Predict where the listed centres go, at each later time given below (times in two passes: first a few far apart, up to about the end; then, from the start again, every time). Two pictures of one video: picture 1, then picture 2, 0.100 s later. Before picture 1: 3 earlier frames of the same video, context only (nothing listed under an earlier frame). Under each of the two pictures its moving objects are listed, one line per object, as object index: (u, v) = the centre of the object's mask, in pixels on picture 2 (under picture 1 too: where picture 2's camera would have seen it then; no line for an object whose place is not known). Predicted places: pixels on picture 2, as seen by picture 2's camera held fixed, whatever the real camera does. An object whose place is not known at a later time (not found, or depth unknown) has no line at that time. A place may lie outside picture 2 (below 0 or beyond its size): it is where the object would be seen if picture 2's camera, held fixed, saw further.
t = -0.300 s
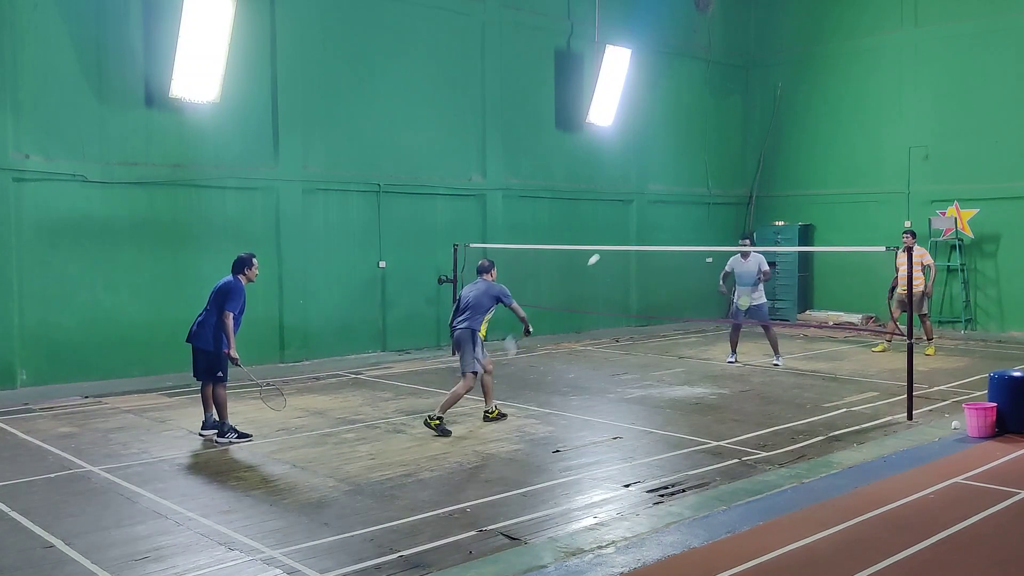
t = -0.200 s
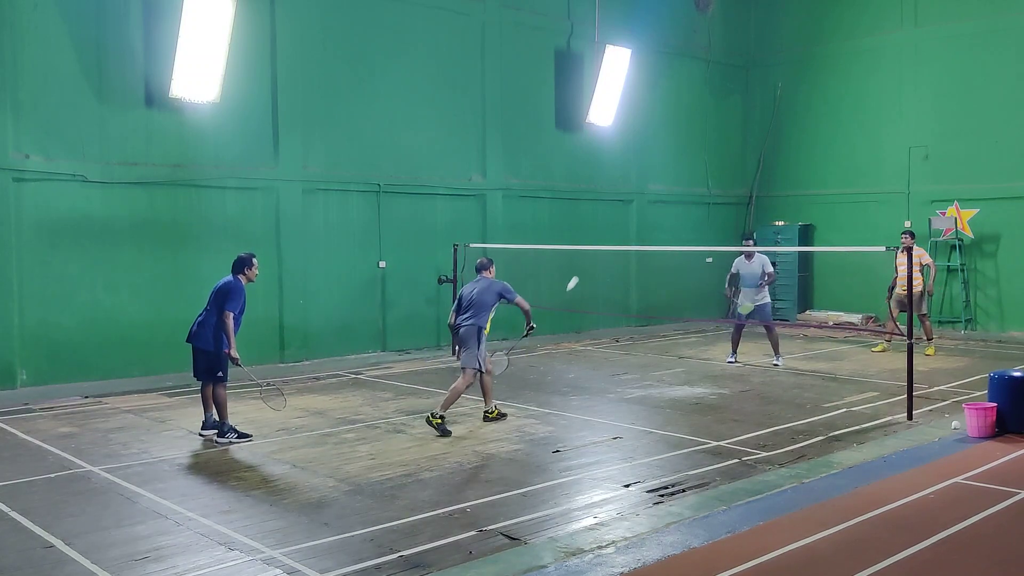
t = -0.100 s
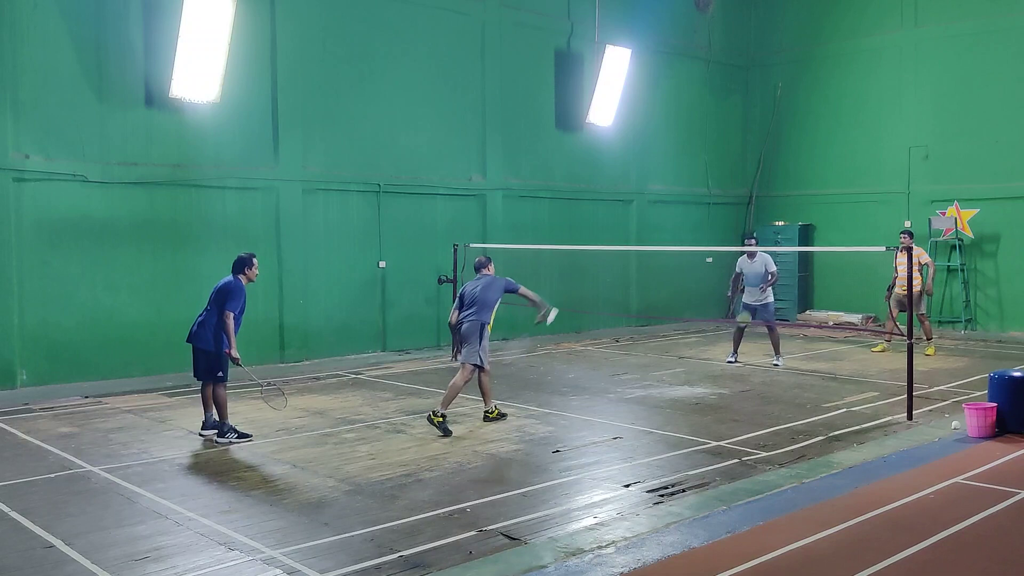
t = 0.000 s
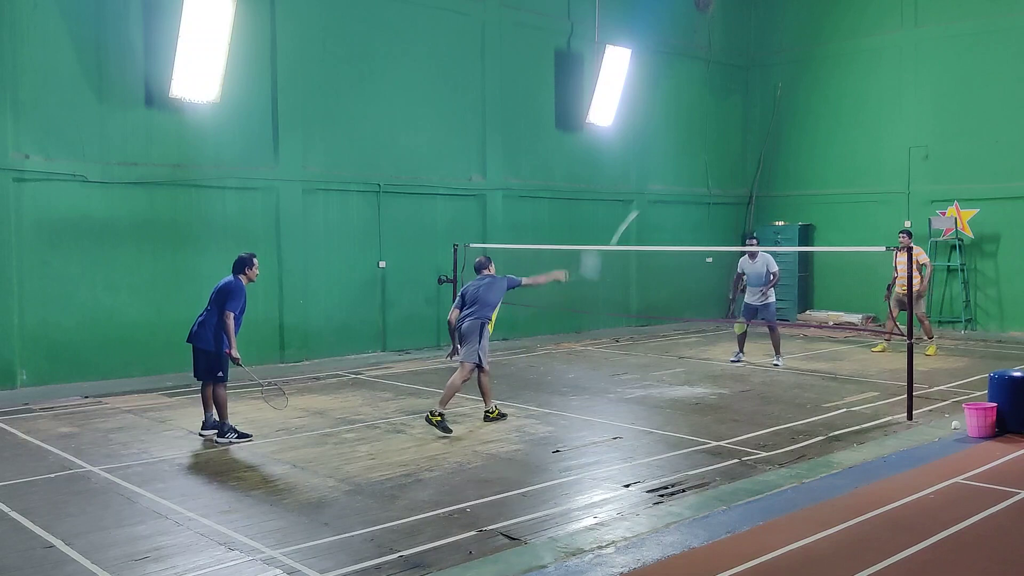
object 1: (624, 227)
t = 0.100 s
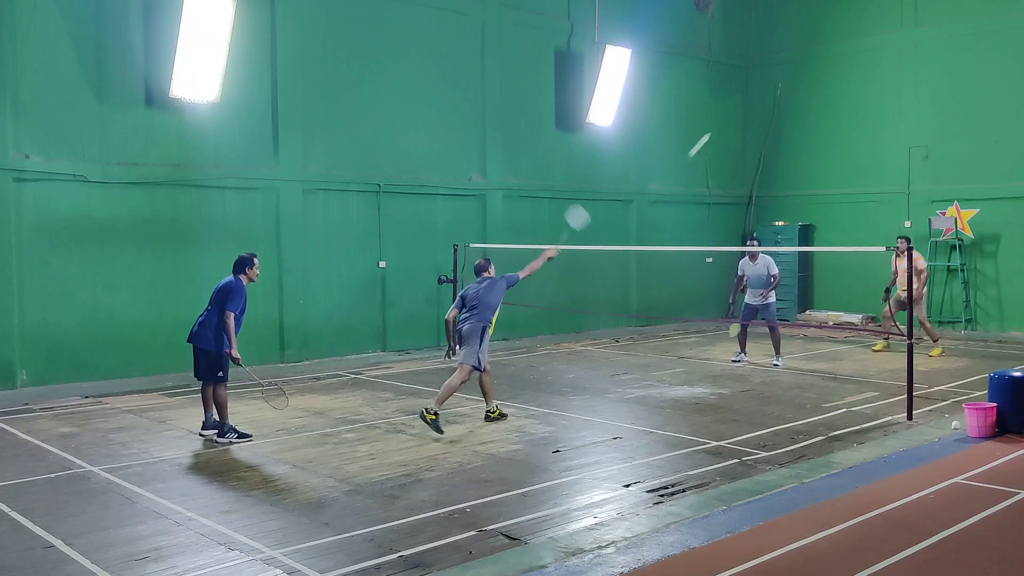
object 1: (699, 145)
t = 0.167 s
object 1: (735, 109)
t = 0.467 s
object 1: (838, 40)
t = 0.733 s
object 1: (891, 51)
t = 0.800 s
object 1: (902, 61)
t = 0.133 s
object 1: (718, 125)
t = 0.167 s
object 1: (735, 109)
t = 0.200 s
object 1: (751, 94)
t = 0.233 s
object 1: (765, 82)
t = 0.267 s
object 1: (778, 72)
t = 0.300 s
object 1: (790, 63)
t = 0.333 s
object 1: (801, 56)
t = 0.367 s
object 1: (811, 50)
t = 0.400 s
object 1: (821, 46)
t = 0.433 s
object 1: (830, 42)
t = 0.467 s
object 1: (838, 40)
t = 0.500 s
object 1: (846, 38)
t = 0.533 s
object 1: (854, 38)
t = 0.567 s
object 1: (860, 38)
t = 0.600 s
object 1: (867, 39)
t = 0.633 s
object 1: (874, 41)
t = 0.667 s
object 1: (880, 43)
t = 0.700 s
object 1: (885, 47)
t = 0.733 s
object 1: (891, 51)
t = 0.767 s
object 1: (896, 55)
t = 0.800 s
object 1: (902, 61)
